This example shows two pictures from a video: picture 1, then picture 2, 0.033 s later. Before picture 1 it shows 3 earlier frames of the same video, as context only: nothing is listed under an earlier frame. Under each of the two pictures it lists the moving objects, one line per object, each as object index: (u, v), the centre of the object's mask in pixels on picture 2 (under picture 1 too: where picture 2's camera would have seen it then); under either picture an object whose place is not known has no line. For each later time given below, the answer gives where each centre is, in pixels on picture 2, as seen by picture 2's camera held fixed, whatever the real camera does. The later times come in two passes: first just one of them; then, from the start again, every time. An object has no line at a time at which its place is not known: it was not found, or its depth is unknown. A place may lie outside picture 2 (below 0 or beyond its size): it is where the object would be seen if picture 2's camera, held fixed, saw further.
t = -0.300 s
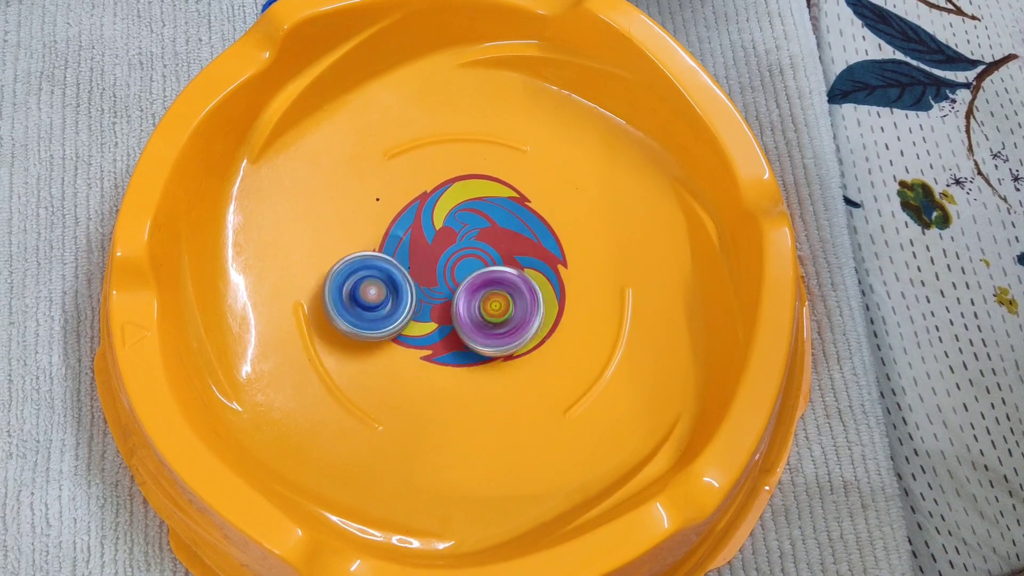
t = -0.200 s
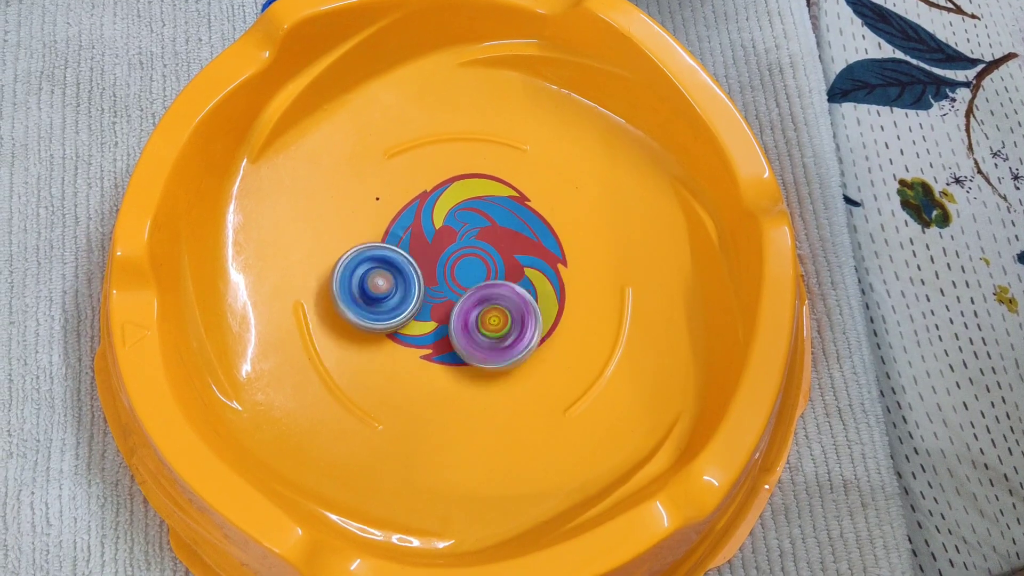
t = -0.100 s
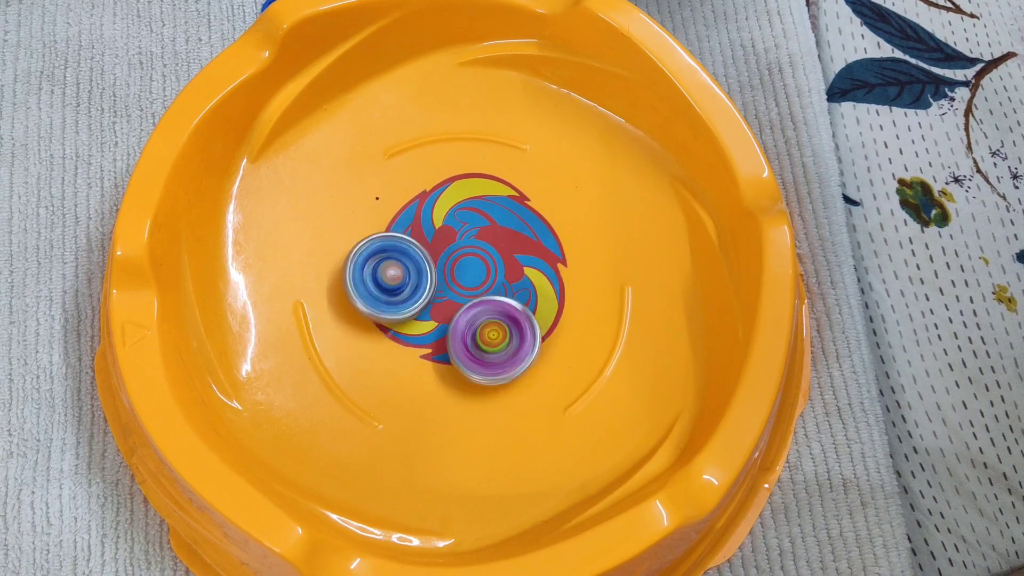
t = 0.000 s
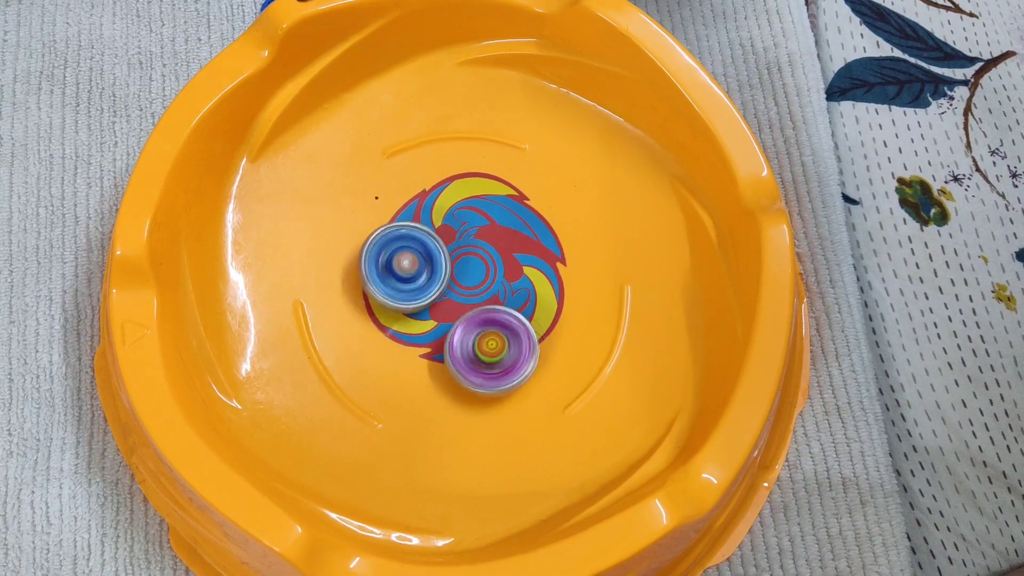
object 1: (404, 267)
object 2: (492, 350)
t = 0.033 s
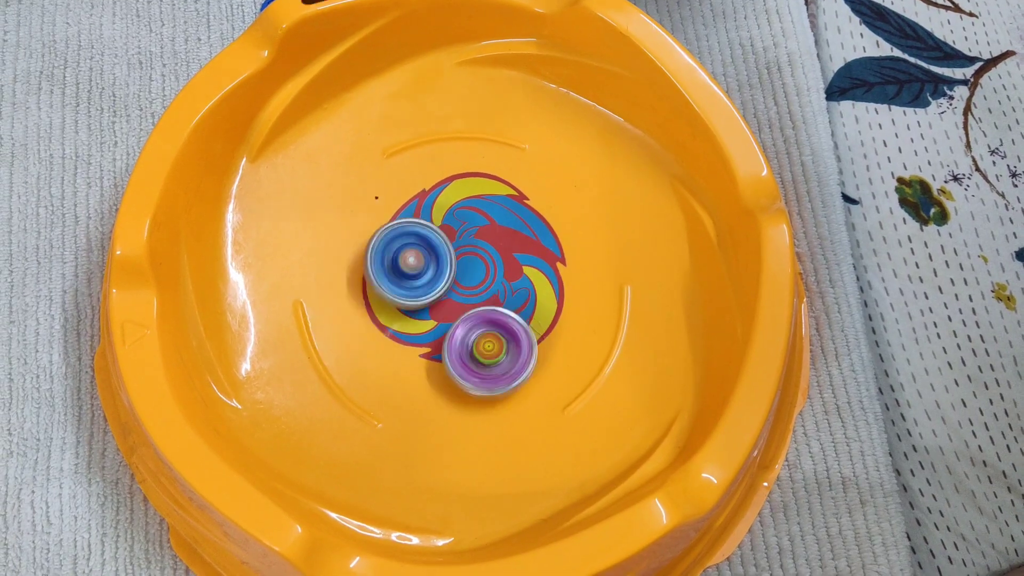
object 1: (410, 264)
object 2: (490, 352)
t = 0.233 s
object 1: (448, 251)
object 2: (470, 353)
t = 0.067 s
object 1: (416, 261)
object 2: (484, 355)
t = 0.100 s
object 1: (422, 259)
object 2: (481, 358)
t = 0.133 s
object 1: (428, 256)
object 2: (480, 356)
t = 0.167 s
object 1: (435, 255)
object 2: (478, 355)
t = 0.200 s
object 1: (441, 253)
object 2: (473, 355)
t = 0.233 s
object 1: (448, 251)
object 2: (470, 353)
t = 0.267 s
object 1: (453, 249)
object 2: (468, 350)
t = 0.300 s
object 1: (459, 248)
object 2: (464, 347)
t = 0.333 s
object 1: (465, 246)
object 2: (460, 343)
